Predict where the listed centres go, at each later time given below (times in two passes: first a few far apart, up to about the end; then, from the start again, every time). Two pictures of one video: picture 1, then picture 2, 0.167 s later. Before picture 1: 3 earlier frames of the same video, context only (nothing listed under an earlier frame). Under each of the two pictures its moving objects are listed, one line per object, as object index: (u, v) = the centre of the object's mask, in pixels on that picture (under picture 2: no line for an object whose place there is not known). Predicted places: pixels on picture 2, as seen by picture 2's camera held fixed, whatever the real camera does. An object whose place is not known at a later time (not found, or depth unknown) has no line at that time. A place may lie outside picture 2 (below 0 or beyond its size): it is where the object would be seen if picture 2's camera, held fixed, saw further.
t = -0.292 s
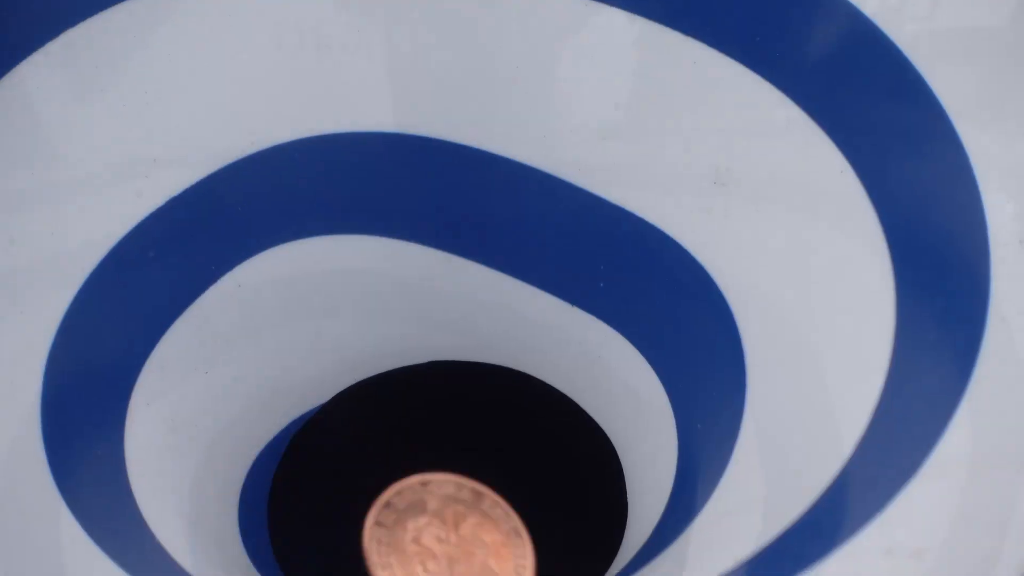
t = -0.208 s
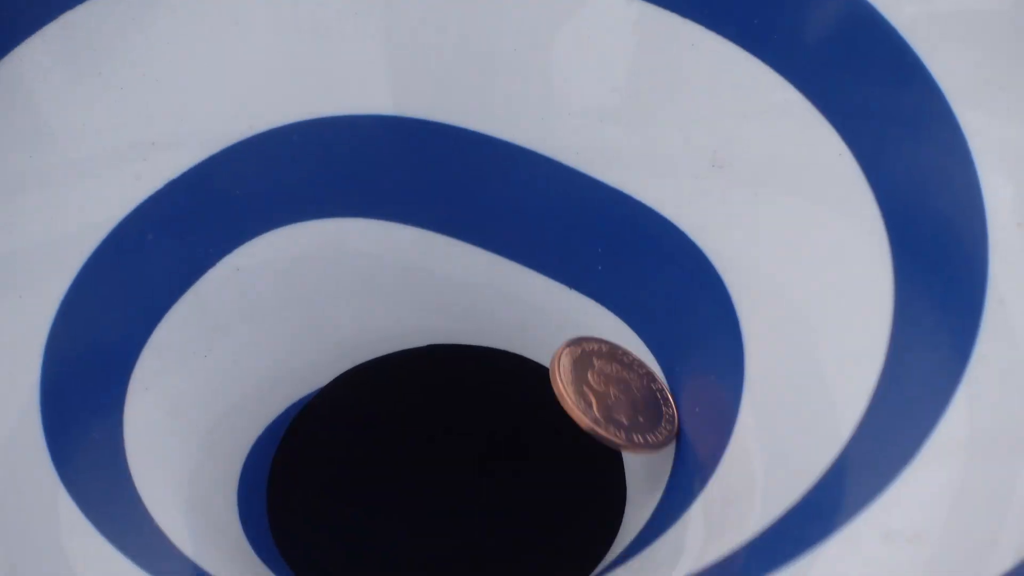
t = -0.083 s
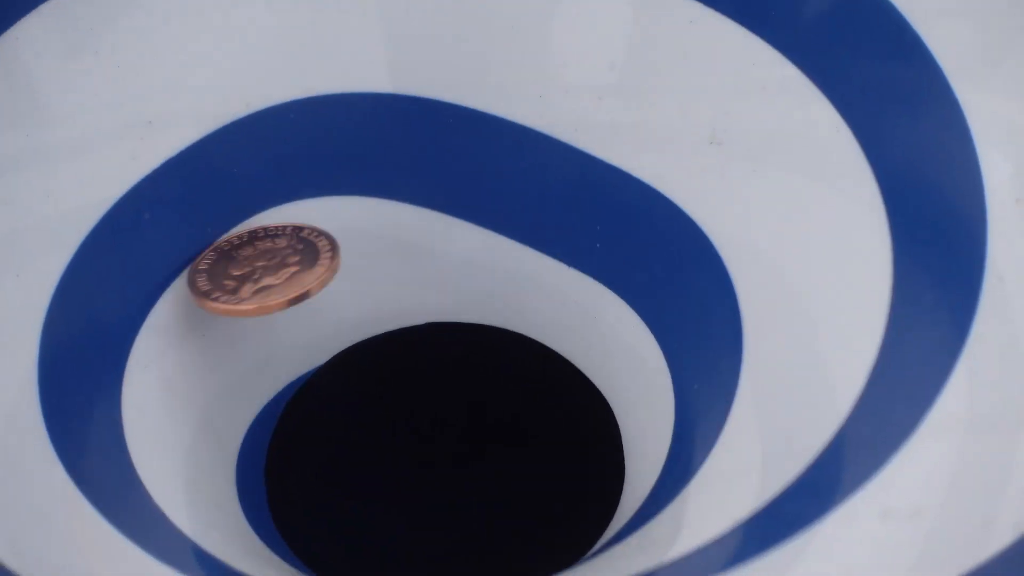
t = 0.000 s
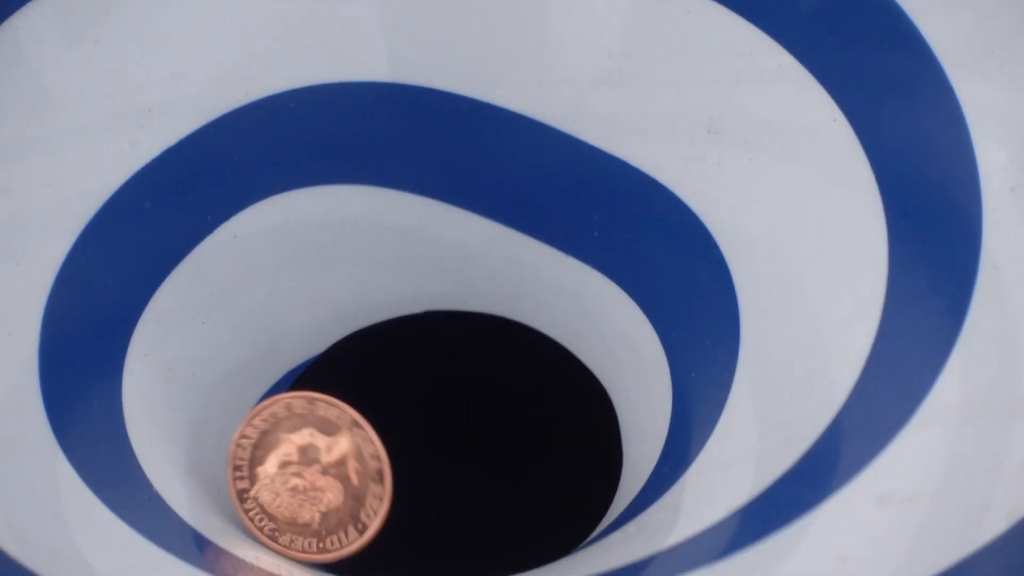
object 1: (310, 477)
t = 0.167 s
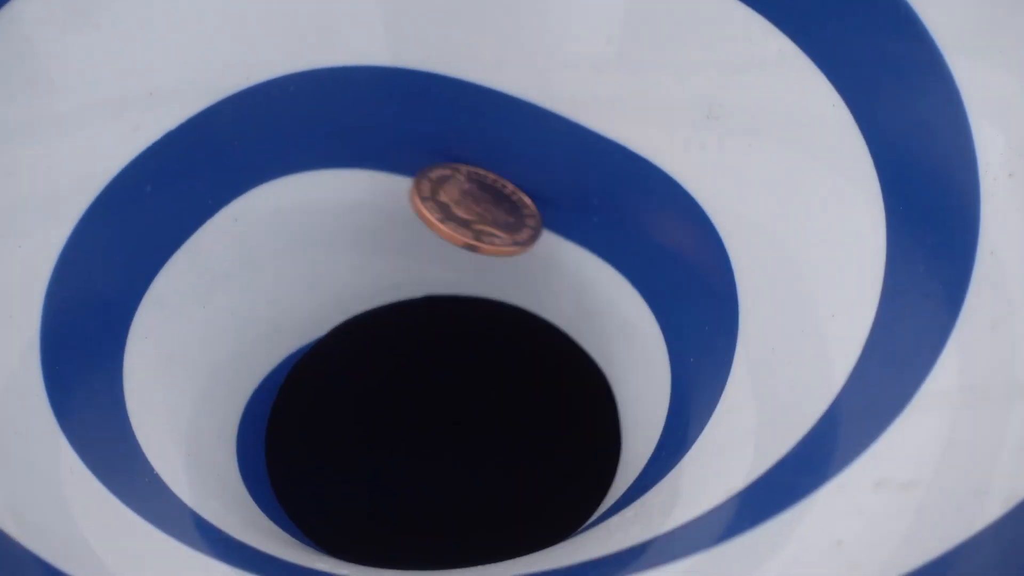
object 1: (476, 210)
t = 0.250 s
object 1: (253, 292)
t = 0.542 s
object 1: (285, 316)
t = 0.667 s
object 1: (579, 276)
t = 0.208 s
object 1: (342, 200)
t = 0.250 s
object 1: (253, 292)
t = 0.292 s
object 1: (290, 434)
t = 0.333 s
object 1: (446, 493)
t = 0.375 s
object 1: (575, 424)
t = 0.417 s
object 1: (586, 298)
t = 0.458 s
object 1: (500, 209)
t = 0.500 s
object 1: (373, 206)
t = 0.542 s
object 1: (285, 316)
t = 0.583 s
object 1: (331, 465)
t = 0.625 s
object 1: (592, 390)
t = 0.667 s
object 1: (579, 276)
